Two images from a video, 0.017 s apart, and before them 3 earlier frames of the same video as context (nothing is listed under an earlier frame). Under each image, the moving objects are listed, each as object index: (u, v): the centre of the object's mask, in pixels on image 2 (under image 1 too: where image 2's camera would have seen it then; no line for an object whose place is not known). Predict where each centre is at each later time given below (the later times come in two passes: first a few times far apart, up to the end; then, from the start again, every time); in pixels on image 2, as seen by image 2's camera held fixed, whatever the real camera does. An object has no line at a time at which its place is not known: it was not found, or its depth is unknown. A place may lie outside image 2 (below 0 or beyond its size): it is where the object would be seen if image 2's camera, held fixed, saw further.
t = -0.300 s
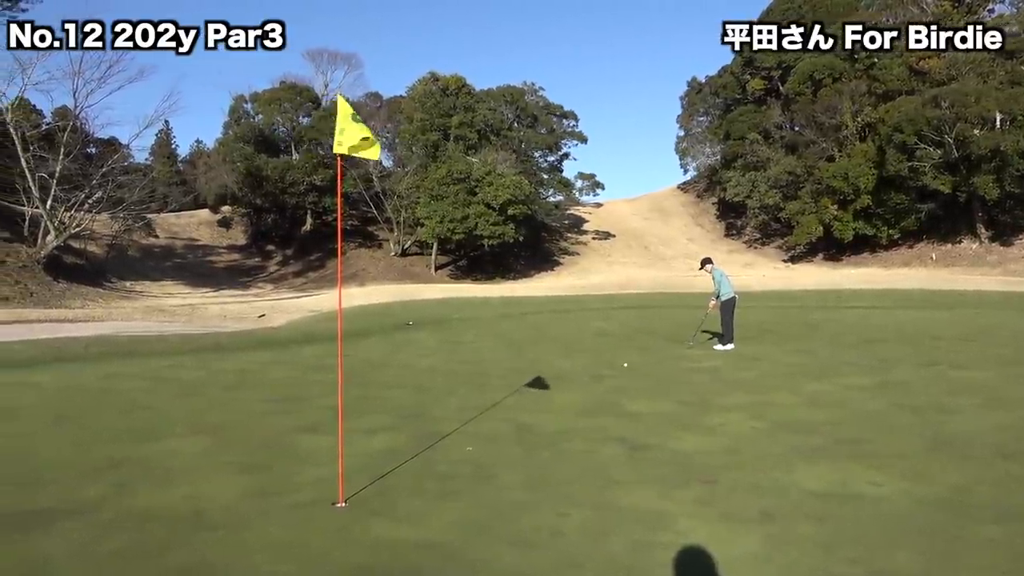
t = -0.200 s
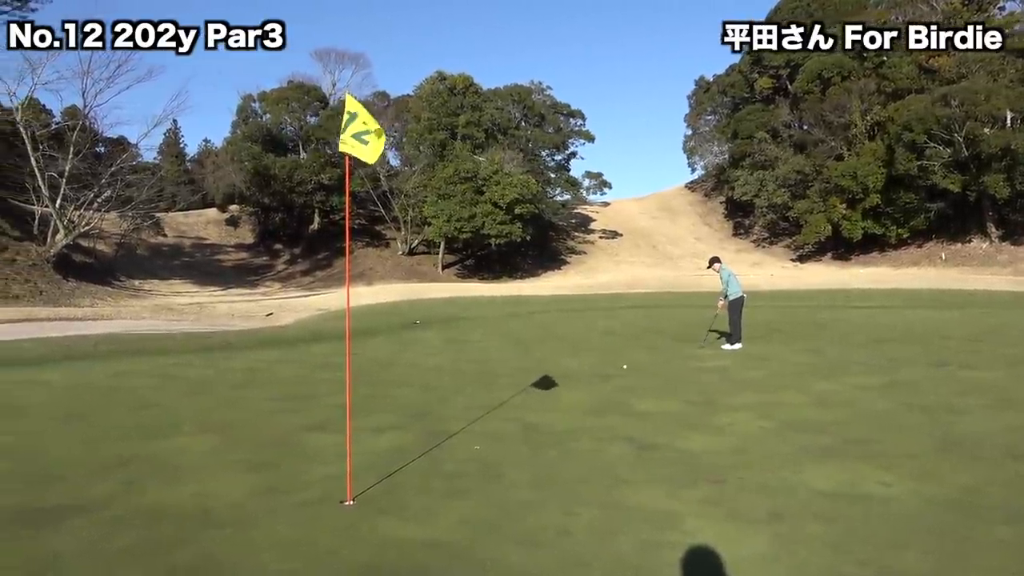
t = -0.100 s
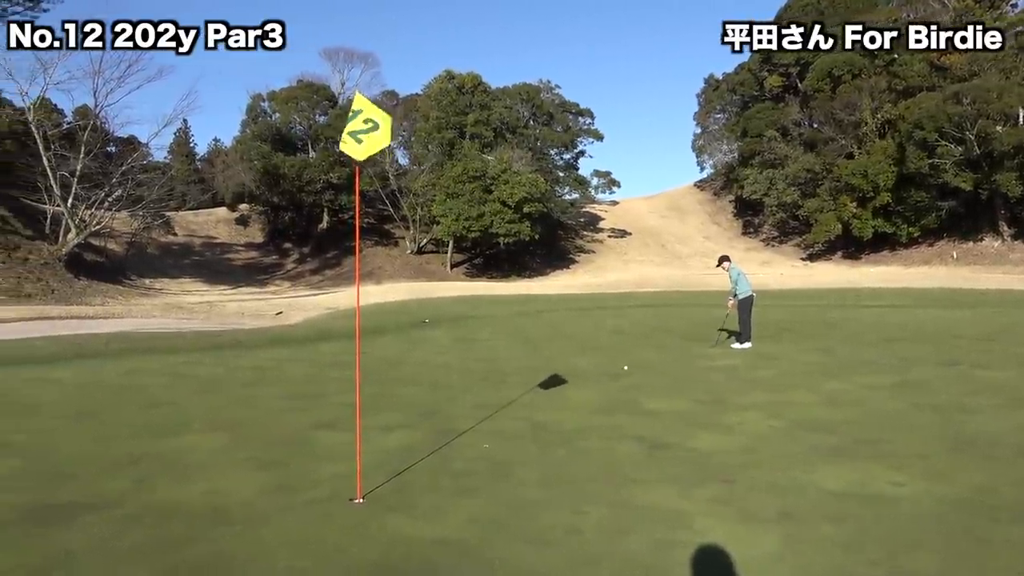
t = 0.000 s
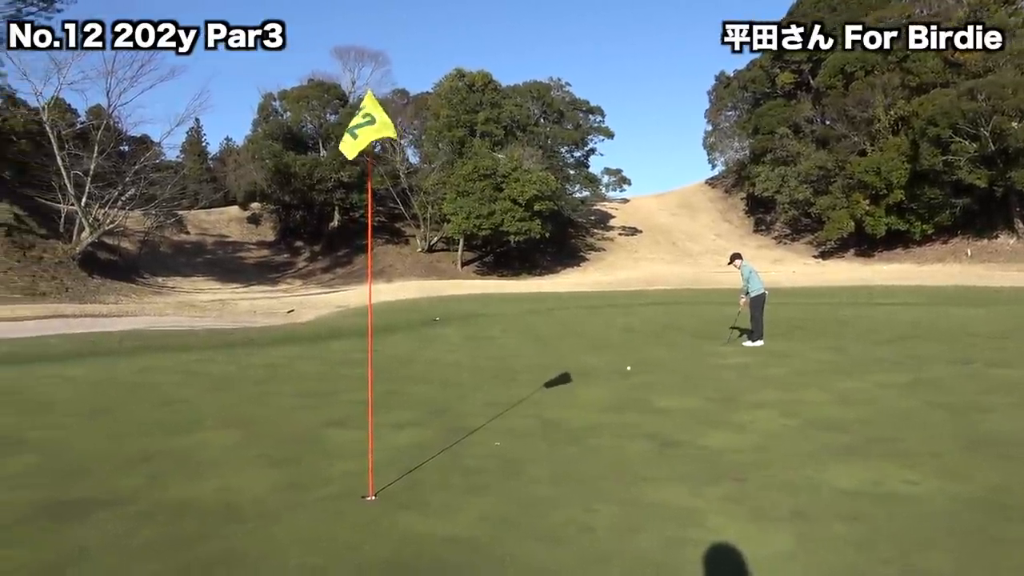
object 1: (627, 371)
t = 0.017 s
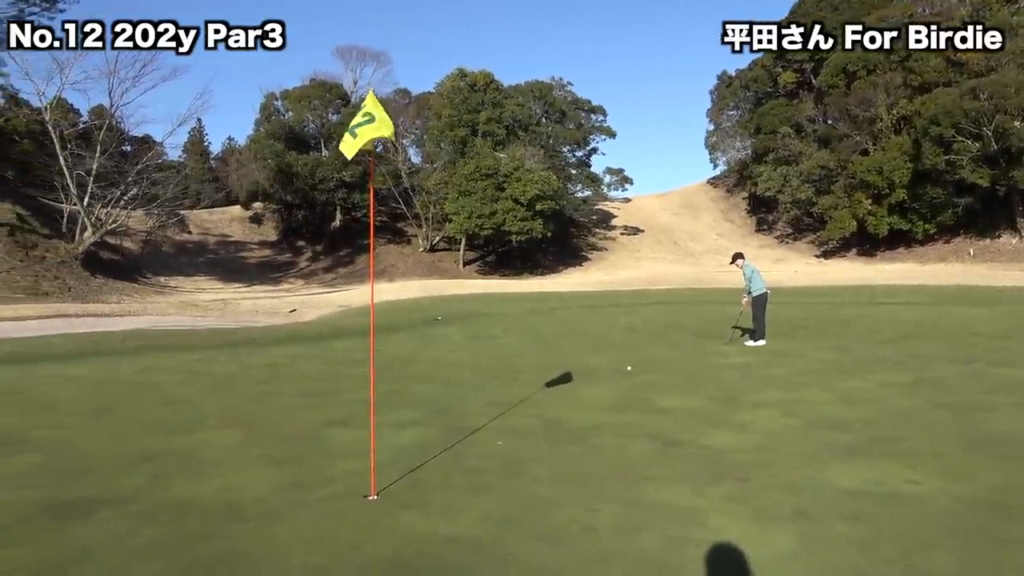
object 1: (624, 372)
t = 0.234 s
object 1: (609, 377)
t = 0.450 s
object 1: (590, 381)
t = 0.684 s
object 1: (572, 388)
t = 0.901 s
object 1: (553, 394)
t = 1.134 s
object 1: (529, 401)
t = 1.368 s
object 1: (508, 410)
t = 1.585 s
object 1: (489, 417)
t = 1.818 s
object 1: (469, 425)
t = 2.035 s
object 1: (449, 432)
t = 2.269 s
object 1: (432, 440)
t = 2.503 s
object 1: (417, 449)
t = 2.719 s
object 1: (402, 458)
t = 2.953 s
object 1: (387, 466)
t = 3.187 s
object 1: (375, 476)
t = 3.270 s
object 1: (370, 480)
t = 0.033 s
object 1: (623, 372)
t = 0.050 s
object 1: (621, 372)
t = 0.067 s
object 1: (620, 373)
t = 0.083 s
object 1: (618, 373)
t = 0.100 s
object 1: (617, 373)
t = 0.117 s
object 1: (616, 373)
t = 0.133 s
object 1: (615, 373)
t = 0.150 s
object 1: (614, 374)
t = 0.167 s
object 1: (613, 374)
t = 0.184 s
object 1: (612, 375)
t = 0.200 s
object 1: (611, 376)
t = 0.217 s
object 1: (610, 377)
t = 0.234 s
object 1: (609, 377)
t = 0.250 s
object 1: (607, 378)
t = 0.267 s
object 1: (607, 378)
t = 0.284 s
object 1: (604, 377)
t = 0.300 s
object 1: (603, 378)
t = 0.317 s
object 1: (603, 378)
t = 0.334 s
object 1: (601, 379)
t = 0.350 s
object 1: (599, 378)
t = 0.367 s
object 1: (597, 378)
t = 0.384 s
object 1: (595, 379)
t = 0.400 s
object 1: (594, 379)
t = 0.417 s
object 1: (594, 380)
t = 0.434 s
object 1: (593, 381)
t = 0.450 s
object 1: (590, 381)
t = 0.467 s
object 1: (590, 382)
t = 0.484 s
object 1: (588, 383)
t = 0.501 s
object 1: (586, 383)
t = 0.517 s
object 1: (584, 383)
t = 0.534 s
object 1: (582, 384)
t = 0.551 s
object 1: (581, 384)
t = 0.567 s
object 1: (579, 384)
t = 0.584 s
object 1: (578, 385)
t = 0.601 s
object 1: (577, 386)
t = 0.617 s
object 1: (576, 386)
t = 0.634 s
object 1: (576, 386)
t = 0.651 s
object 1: (574, 387)
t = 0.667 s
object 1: (573, 387)
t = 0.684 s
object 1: (572, 388)
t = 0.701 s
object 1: (571, 388)
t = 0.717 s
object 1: (570, 389)
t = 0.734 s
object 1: (569, 389)
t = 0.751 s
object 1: (566, 389)
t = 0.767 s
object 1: (566, 389)
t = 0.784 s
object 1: (563, 390)
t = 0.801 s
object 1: (561, 390)
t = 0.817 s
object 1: (560, 391)
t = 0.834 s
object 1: (561, 391)
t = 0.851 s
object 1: (561, 391)
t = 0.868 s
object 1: (555, 393)
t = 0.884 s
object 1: (554, 393)
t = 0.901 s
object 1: (553, 394)
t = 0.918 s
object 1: (550, 395)
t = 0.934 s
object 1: (548, 395)
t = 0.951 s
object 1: (545, 395)
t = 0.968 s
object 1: (544, 396)
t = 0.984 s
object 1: (542, 396)
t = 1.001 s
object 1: (541, 397)
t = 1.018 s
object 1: (539, 397)
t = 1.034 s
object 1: (538, 398)
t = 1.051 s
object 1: (537, 399)
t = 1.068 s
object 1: (535, 399)
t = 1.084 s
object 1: (534, 399)
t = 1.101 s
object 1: (533, 400)
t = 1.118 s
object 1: (531, 401)
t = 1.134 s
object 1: (529, 401)
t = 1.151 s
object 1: (527, 402)
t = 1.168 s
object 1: (525, 403)
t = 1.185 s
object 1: (523, 403)
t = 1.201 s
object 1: (522, 404)
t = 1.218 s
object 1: (521, 404)
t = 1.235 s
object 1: (521, 404)
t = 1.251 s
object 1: (518, 405)
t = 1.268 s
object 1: (518, 406)
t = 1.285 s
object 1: (515, 406)
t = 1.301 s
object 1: (514, 407)
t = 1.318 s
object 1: (512, 408)
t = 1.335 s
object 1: (511, 408)
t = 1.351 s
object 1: (510, 409)
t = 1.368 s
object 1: (508, 410)
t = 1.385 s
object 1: (506, 410)
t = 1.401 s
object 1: (504, 411)
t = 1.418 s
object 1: (502, 411)
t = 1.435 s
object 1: (500, 412)
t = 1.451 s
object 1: (499, 412)
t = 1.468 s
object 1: (498, 413)
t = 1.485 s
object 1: (496, 414)
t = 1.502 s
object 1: (495, 414)
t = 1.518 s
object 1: (494, 415)
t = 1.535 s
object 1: (493, 416)
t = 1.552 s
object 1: (491, 416)
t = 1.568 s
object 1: (490, 417)
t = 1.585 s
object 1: (489, 417)
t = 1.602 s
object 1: (487, 418)
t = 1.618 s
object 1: (486, 418)
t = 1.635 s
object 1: (484, 419)
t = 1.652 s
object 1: (484, 419)
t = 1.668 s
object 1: (482, 420)
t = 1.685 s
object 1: (481, 420)
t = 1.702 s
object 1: (479, 421)
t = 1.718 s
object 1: (478, 422)
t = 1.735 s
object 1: (476, 422)
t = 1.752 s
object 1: (474, 423)
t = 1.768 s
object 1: (473, 423)
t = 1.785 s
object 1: (472, 424)
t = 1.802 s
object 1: (471, 425)
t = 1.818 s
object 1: (469, 425)
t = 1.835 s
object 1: (466, 425)
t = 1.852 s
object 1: (464, 426)
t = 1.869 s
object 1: (463, 426)
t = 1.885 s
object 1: (462, 427)
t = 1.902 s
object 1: (460, 427)
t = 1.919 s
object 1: (459, 428)
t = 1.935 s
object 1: (457, 429)
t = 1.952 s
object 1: (454, 429)
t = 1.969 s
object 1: (453, 430)
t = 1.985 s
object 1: (452, 431)
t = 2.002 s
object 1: (451, 431)
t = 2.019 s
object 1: (450, 431)
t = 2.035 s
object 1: (449, 432)
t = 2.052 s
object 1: (448, 433)
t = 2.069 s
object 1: (448, 433)
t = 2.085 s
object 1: (446, 435)
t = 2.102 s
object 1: (446, 435)
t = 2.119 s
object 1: (443, 436)
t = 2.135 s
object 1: (444, 436)
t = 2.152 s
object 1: (443, 436)
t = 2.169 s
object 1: (440, 437)
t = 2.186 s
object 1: (440, 437)
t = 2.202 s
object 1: (438, 438)
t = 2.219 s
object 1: (436, 438)
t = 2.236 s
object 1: (435, 438)
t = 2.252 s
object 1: (433, 439)
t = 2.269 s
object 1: (432, 440)
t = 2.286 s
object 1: (430, 441)
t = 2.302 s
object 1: (428, 442)
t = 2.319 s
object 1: (428, 441)
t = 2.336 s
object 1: (426, 443)
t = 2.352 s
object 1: (425, 444)
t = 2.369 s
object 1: (424, 444)
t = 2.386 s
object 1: (423, 445)
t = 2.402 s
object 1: (422, 446)
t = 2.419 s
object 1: (421, 446)
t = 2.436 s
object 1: (420, 447)
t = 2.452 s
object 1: (419, 447)
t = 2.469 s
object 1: (418, 448)
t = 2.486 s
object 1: (417, 449)
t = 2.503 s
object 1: (417, 449)
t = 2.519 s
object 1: (416, 450)
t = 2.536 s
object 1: (415, 451)
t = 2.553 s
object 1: (414, 451)
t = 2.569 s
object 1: (413, 452)
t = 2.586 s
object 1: (411, 453)
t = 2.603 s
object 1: (410, 453)
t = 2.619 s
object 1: (409, 454)
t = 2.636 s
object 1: (408, 454)
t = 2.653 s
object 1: (407, 455)
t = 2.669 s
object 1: (406, 456)
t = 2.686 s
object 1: (404, 456)
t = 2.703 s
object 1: (403, 457)
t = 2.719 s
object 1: (402, 458)
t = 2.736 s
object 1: (400, 458)
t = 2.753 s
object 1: (399, 459)
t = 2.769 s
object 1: (398, 460)
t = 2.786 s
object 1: (397, 460)
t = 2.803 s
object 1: (396, 461)
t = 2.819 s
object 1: (394, 461)
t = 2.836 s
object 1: (393, 462)
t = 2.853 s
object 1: (392, 463)
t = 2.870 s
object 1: (391, 463)
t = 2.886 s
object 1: (390, 464)
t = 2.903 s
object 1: (389, 464)
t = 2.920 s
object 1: (389, 465)
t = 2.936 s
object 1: (388, 466)
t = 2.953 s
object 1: (387, 466)
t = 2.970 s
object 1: (386, 467)
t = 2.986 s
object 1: (386, 468)
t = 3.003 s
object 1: (384, 469)
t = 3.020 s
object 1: (384, 469)
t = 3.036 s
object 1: (383, 470)
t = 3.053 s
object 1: (381, 470)
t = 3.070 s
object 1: (381, 471)
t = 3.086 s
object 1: (380, 472)
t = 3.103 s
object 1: (380, 472)
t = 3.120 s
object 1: (379, 472)
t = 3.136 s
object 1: (379, 473)
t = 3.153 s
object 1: (377, 474)
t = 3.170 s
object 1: (376, 475)
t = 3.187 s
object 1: (375, 476)
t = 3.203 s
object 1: (374, 477)
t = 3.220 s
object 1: (374, 477)
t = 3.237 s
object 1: (373, 478)
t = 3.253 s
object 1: (371, 479)
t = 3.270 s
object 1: (370, 480)
